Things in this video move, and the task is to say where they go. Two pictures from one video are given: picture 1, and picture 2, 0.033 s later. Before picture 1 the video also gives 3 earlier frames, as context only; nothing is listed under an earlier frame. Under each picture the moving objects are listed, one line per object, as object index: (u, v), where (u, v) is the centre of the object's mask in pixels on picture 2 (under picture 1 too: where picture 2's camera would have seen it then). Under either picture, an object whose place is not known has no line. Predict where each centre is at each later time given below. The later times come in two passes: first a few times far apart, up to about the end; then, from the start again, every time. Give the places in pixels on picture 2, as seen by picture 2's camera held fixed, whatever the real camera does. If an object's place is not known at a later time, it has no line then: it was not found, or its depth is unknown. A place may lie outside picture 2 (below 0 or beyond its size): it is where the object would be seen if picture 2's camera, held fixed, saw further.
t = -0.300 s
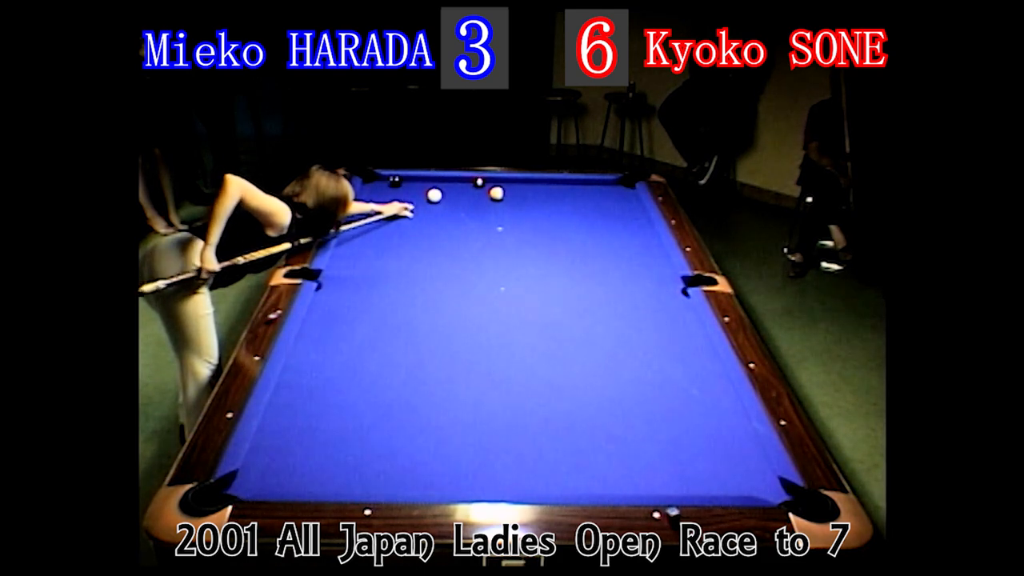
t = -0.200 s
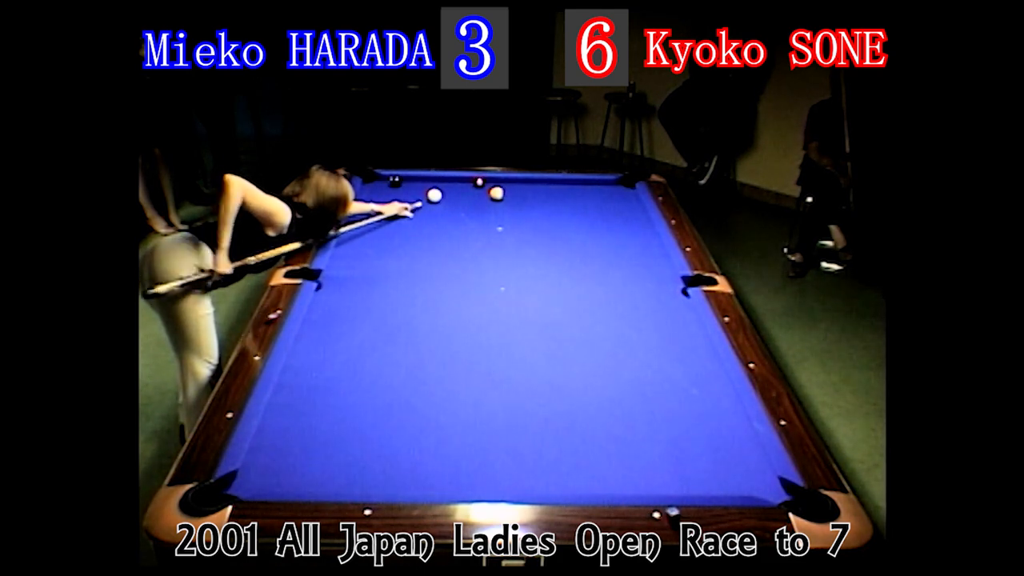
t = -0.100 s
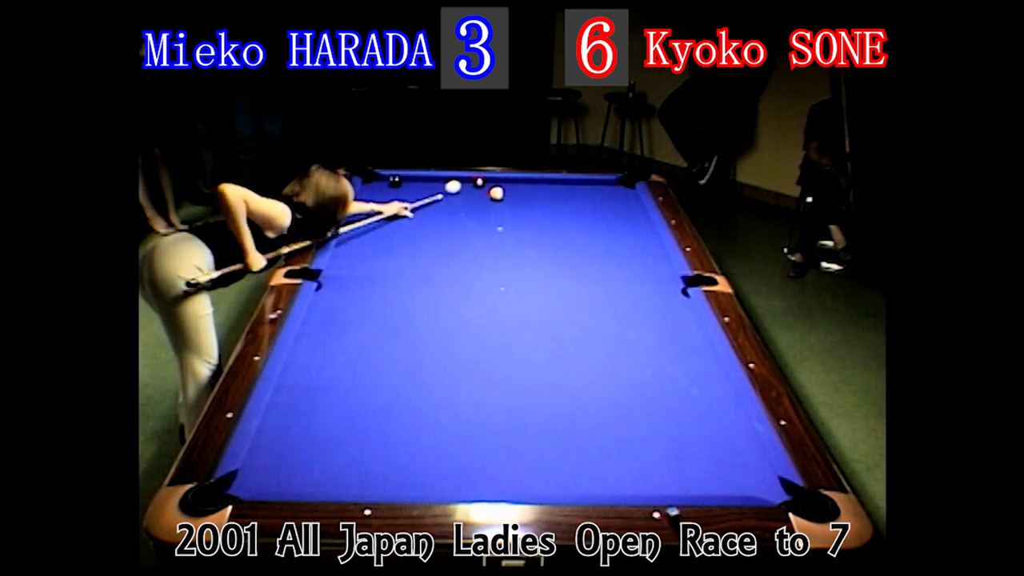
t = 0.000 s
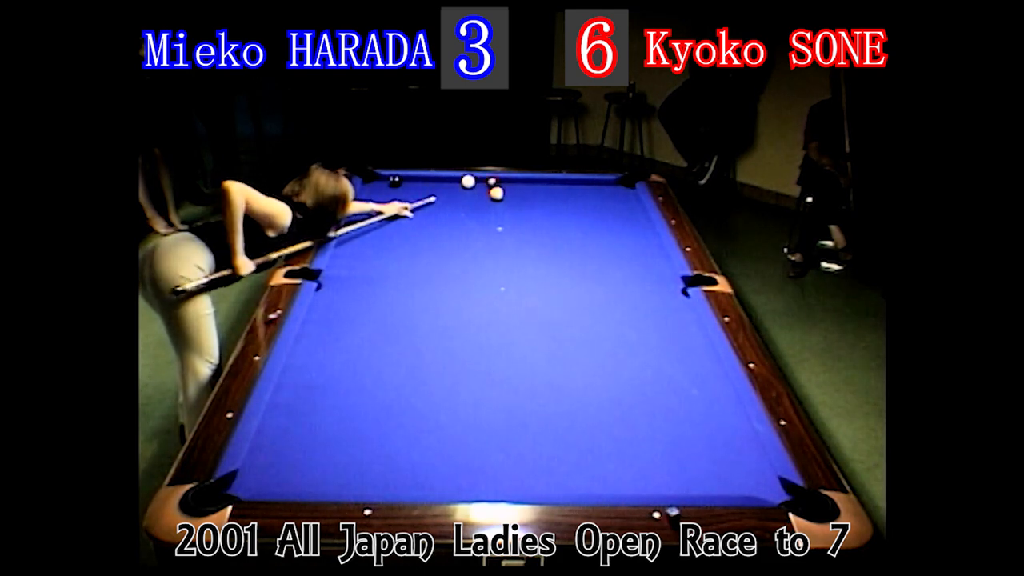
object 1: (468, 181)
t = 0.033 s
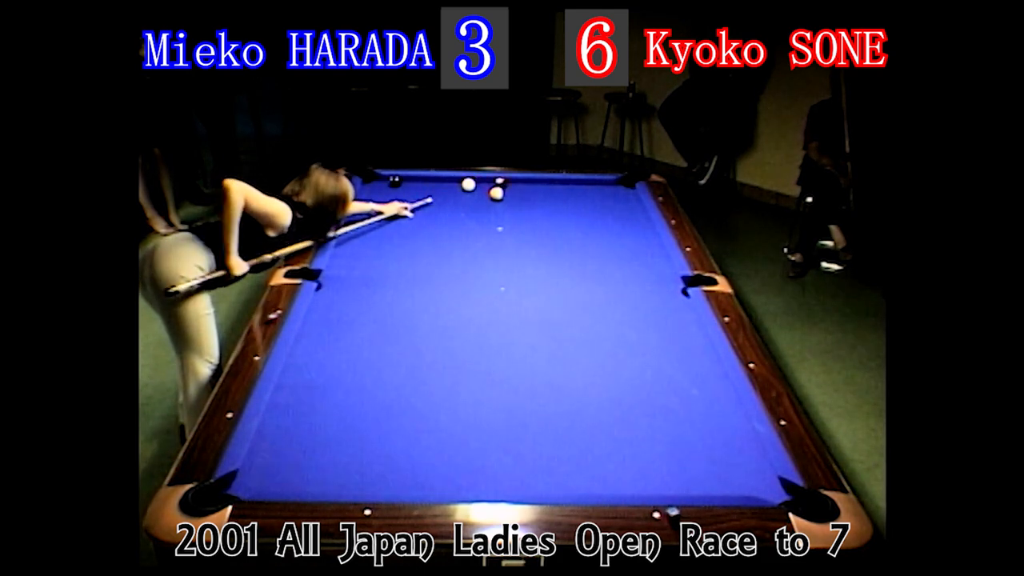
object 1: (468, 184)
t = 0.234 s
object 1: (470, 201)
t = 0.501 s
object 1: (473, 222)
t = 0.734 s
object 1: (475, 242)
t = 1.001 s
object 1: (479, 268)
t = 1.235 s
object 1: (481, 293)
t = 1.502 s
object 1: (485, 325)
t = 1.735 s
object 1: (488, 357)
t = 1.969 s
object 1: (491, 393)
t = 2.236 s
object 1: (496, 440)
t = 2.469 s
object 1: (500, 482)
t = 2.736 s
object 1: (502, 463)
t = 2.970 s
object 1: (503, 440)
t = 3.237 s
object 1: (504, 418)
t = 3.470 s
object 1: (505, 400)
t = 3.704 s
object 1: (506, 384)
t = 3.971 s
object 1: (507, 369)
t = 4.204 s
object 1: (508, 356)
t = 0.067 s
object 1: (468, 188)
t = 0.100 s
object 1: (469, 190)
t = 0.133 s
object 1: (469, 193)
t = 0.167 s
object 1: (470, 196)
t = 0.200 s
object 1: (470, 198)
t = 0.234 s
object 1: (470, 201)
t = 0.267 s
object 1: (471, 203)
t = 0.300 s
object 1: (471, 206)
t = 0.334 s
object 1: (471, 208)
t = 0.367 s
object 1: (472, 211)
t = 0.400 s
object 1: (472, 214)
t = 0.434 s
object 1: (472, 216)
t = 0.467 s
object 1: (473, 219)
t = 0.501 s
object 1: (473, 222)
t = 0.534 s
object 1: (473, 225)
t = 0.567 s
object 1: (473, 227)
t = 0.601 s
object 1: (474, 230)
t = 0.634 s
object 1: (474, 234)
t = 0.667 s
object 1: (475, 236)
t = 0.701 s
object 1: (475, 239)
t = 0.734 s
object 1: (475, 242)
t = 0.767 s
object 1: (476, 245)
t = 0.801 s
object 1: (476, 248)
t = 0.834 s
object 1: (477, 251)
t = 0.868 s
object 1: (477, 255)
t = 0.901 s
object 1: (477, 258)
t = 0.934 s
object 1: (478, 261)
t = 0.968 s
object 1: (478, 265)
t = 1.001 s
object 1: (479, 268)
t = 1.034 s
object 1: (479, 271)
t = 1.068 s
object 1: (479, 275)
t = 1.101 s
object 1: (480, 278)
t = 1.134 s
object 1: (480, 282)
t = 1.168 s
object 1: (480, 286)
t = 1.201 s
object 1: (481, 289)
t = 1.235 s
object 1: (481, 293)
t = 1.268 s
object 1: (482, 297)
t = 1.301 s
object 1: (482, 301)
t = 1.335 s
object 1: (483, 305)
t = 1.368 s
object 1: (483, 308)
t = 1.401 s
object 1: (484, 313)
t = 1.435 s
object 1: (484, 317)
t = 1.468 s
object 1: (485, 321)
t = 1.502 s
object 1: (485, 325)
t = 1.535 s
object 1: (485, 329)
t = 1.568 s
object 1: (486, 334)
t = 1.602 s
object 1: (486, 338)
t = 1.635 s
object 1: (486, 343)
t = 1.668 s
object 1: (487, 348)
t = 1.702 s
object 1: (487, 352)
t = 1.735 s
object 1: (488, 357)
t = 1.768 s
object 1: (488, 362)
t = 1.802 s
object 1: (489, 367)
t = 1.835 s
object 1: (489, 372)
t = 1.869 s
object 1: (490, 377)
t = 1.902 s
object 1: (490, 382)
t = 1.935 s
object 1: (491, 387)
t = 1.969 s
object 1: (491, 393)
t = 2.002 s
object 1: (492, 398)
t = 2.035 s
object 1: (492, 404)
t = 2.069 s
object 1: (493, 410)
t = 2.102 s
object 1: (493, 416)
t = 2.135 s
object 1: (494, 422)
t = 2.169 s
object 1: (494, 428)
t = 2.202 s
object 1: (495, 433)
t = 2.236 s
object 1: (496, 440)
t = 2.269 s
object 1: (497, 446)
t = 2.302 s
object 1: (497, 453)
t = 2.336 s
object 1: (498, 459)
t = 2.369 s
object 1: (498, 466)
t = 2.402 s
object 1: (499, 473)
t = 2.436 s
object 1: (500, 478)
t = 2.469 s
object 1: (500, 482)
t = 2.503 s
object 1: (501, 484)
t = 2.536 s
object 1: (501, 482)
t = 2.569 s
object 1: (501, 480)
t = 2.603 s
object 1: (501, 477)
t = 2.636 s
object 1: (501, 473)
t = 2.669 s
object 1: (502, 469)
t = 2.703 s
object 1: (502, 466)
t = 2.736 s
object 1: (502, 463)
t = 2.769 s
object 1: (502, 459)
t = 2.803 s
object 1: (502, 456)
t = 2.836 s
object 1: (502, 453)
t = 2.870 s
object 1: (502, 449)
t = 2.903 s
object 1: (502, 447)
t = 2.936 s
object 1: (503, 443)
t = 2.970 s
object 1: (503, 440)
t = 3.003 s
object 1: (503, 437)
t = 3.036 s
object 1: (503, 434)
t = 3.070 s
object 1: (503, 431)
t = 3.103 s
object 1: (503, 428)
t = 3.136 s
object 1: (504, 425)
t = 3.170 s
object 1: (504, 423)
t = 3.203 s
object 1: (504, 420)
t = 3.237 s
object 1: (504, 418)
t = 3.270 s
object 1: (504, 415)
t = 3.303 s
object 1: (504, 412)
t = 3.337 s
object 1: (504, 410)
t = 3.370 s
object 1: (505, 407)
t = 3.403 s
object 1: (505, 405)
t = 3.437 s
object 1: (505, 403)
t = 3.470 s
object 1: (505, 400)
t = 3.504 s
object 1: (505, 398)
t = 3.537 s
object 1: (505, 395)
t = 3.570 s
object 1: (505, 393)
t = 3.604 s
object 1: (506, 391)
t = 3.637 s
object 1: (506, 388)
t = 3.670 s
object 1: (506, 387)
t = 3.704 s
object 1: (506, 384)
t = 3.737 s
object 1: (506, 382)
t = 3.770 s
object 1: (507, 380)
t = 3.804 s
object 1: (507, 378)
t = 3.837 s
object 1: (507, 376)
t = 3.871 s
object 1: (507, 374)
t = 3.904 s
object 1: (507, 372)
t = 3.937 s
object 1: (507, 370)
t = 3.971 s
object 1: (507, 369)
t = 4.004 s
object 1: (508, 367)
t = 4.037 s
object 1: (508, 365)
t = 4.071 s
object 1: (508, 364)
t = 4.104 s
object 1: (508, 362)
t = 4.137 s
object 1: (508, 360)
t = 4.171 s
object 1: (508, 358)
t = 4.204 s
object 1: (508, 356)
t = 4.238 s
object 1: (509, 354)
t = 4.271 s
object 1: (509, 353)
